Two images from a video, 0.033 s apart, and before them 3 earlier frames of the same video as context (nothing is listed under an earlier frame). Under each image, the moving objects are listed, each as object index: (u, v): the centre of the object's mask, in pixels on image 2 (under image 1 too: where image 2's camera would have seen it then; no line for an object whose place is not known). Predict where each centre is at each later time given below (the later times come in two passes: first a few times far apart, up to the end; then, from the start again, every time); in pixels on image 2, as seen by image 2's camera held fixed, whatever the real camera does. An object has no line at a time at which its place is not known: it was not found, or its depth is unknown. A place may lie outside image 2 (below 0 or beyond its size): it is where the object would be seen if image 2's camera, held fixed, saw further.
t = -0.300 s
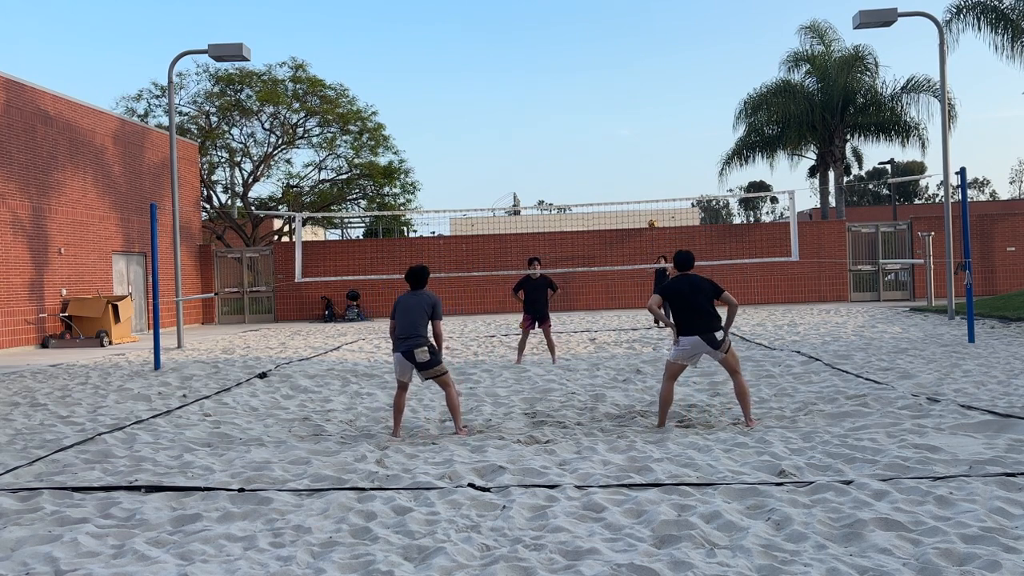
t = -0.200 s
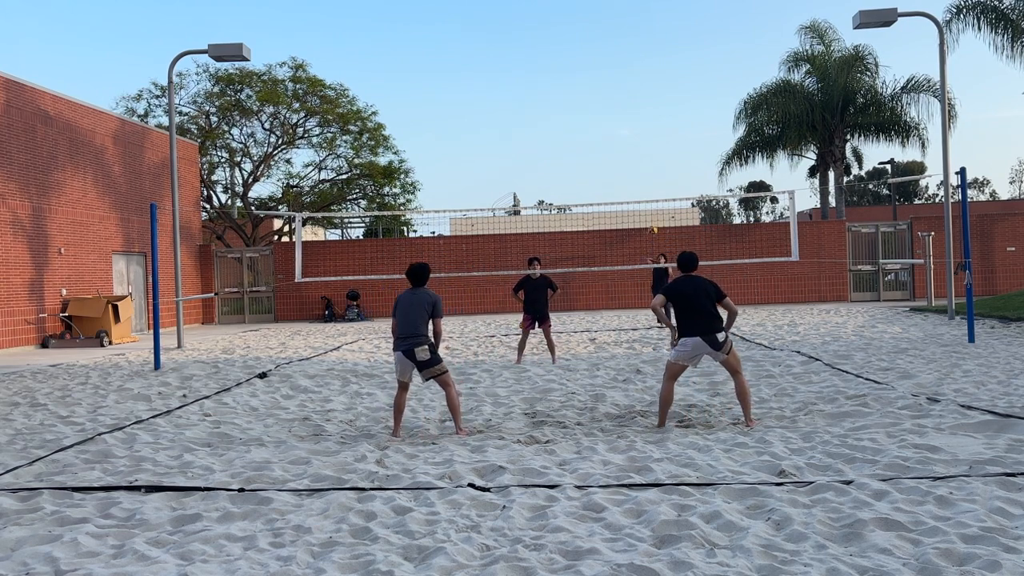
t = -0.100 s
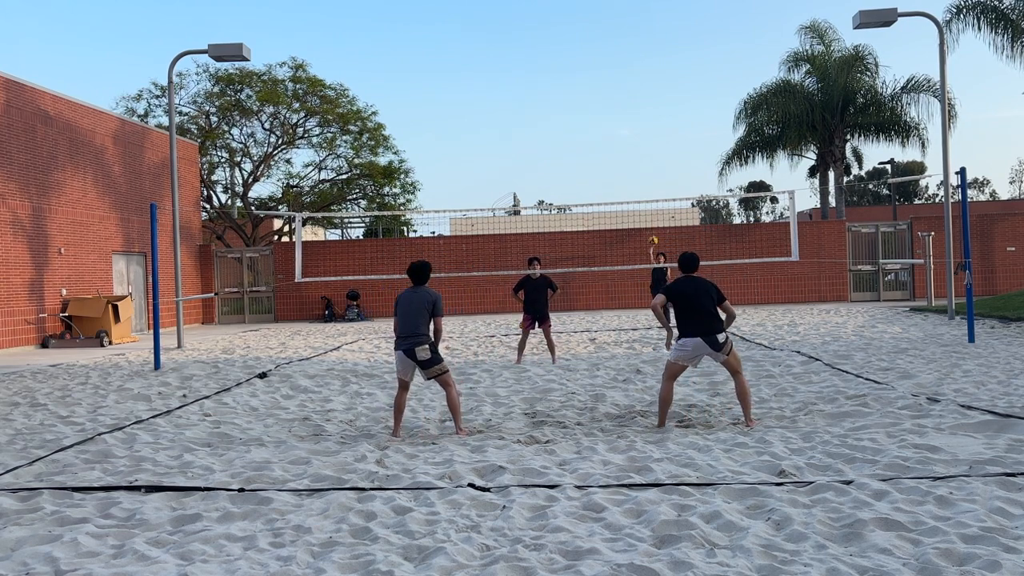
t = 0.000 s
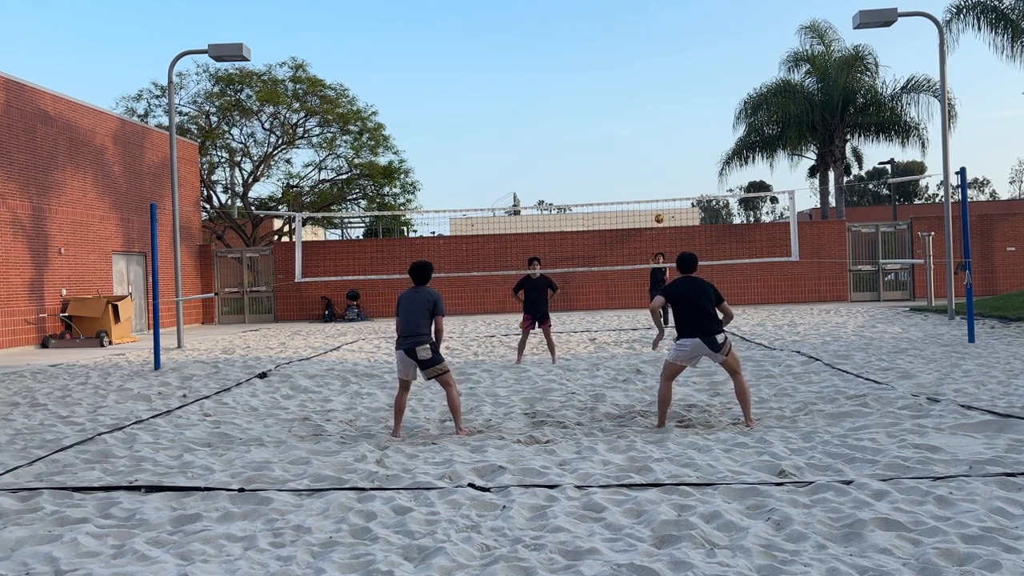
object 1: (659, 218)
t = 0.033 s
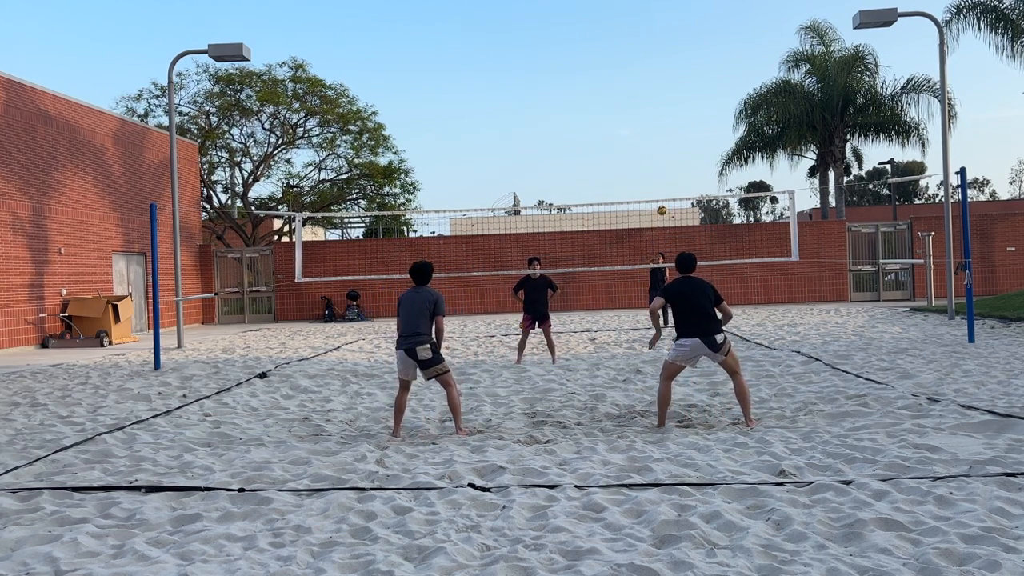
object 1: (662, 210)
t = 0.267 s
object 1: (683, 158)
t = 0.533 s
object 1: (714, 119)
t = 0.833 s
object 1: (758, 124)
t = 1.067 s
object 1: (805, 187)
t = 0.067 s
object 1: (664, 202)
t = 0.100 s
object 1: (667, 194)
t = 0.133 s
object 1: (670, 186)
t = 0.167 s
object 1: (673, 179)
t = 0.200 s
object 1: (676, 172)
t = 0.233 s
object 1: (679, 165)
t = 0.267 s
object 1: (683, 158)
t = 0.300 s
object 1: (687, 152)
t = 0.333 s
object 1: (690, 146)
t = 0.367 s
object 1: (694, 141)
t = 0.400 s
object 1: (698, 135)
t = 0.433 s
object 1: (702, 131)
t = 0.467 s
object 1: (706, 126)
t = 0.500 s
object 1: (710, 123)
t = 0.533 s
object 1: (714, 119)
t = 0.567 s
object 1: (718, 116)
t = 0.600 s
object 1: (722, 114)
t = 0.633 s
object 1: (727, 113)
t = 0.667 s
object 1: (732, 113)
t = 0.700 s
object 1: (737, 113)
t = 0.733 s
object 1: (743, 114)
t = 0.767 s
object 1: (747, 117)
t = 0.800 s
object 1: (752, 120)
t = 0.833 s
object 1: (758, 124)
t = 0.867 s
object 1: (763, 129)
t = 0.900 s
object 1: (770, 135)
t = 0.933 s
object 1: (776, 144)
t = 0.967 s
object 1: (783, 152)
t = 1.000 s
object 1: (790, 163)
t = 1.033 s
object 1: (797, 174)
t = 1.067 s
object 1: (805, 187)
